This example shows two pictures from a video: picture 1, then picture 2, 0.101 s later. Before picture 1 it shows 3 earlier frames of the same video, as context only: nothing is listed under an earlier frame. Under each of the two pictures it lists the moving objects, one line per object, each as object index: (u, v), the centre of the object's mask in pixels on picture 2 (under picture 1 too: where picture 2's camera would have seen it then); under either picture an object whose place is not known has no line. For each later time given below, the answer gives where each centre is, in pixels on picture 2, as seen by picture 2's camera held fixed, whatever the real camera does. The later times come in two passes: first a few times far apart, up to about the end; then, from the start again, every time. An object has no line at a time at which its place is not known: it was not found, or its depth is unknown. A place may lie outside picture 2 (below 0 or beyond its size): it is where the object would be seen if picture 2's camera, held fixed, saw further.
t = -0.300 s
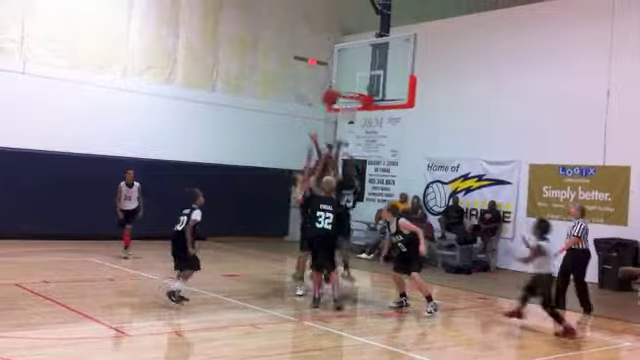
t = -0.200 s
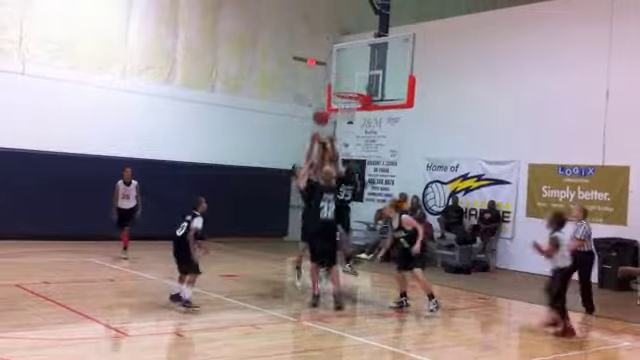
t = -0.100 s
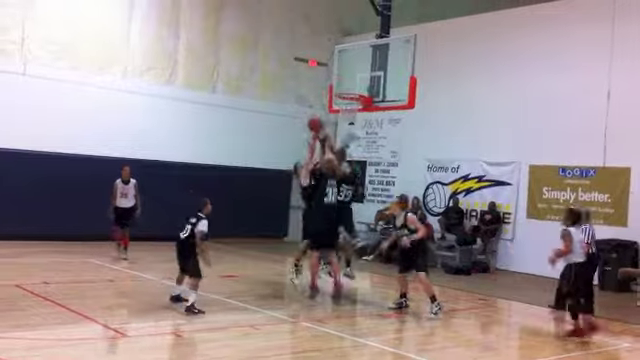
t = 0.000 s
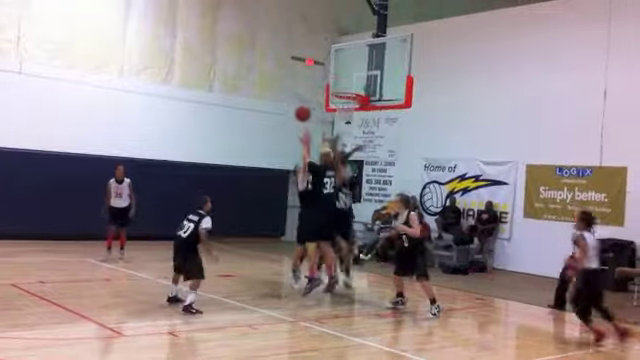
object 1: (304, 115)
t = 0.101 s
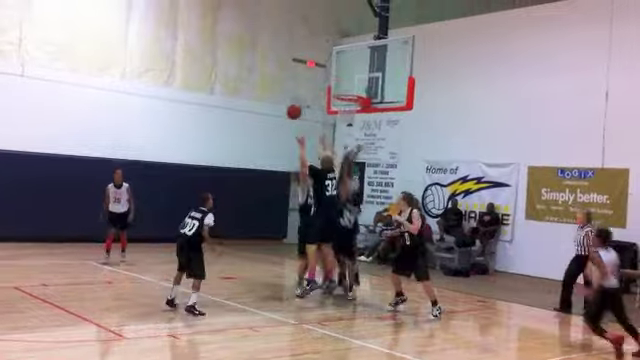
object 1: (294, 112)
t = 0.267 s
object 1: (275, 119)
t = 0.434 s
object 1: (255, 145)
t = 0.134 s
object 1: (290, 111)
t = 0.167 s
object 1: (286, 112)
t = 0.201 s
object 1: (282, 114)
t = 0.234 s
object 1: (279, 117)
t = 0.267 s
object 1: (275, 119)
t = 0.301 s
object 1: (271, 122)
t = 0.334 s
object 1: (267, 126)
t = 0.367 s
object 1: (263, 132)
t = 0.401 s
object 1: (259, 138)
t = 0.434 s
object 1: (255, 145)
